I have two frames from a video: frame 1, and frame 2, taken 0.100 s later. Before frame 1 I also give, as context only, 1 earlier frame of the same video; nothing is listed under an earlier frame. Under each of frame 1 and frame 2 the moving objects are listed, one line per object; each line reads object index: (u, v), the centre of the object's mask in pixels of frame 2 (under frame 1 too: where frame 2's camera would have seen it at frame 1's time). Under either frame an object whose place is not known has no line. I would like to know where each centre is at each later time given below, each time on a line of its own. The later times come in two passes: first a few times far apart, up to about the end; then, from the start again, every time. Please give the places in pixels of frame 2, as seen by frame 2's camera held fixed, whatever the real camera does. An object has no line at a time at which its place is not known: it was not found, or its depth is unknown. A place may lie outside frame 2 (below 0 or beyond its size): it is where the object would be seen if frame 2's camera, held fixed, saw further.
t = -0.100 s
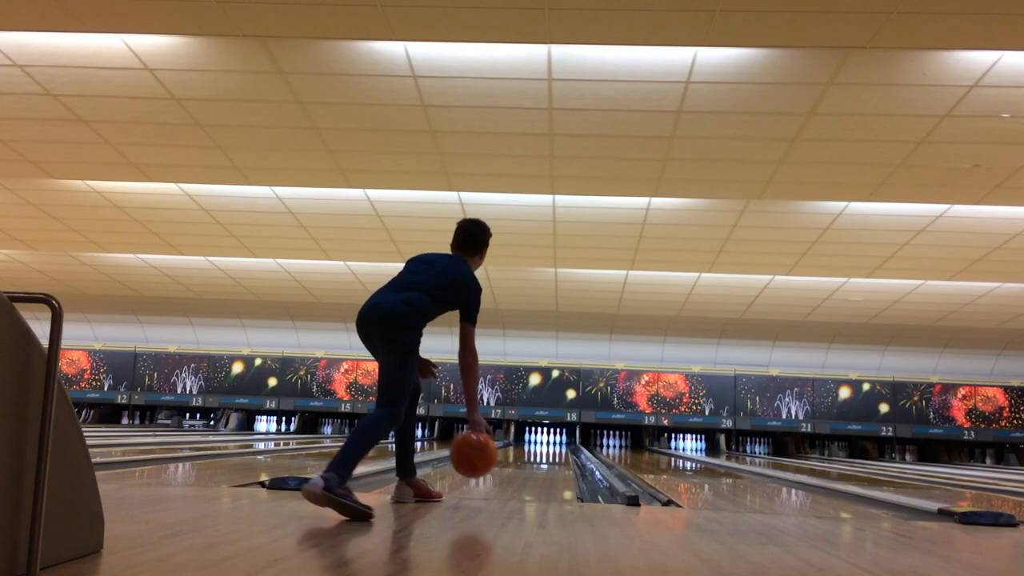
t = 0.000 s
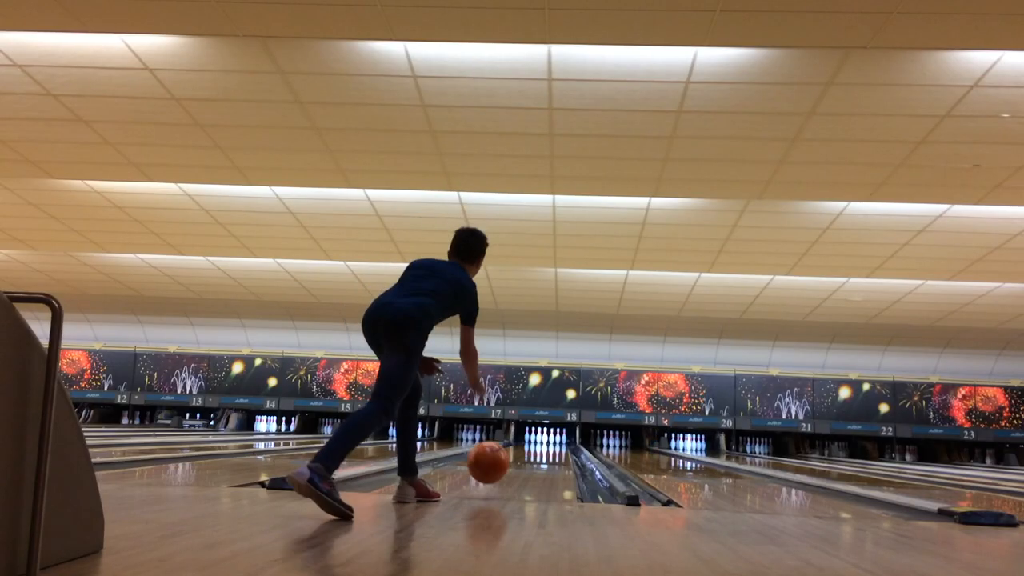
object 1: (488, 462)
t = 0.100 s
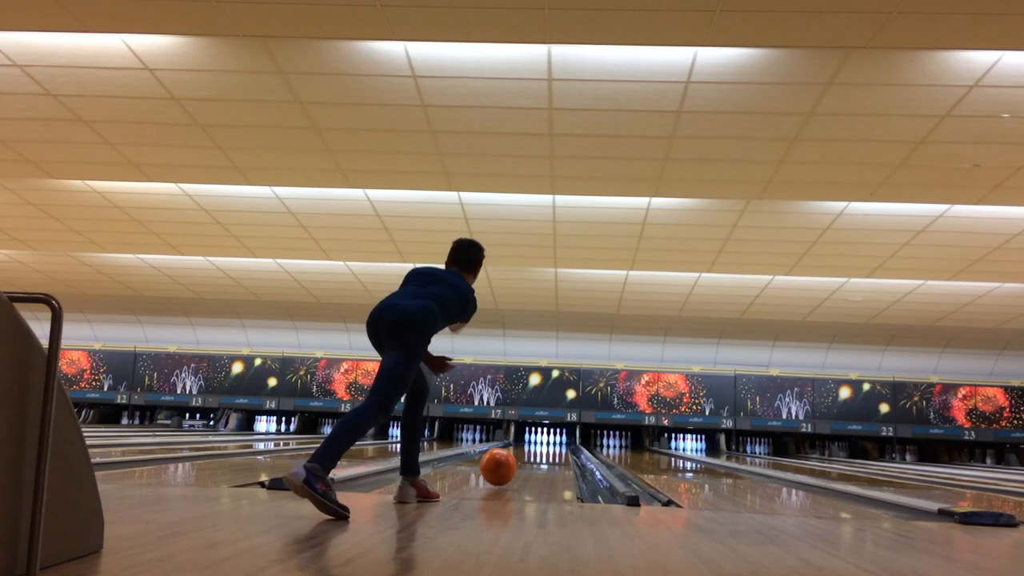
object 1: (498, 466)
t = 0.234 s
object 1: (508, 463)
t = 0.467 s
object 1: (520, 456)
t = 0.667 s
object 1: (528, 453)
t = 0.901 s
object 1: (538, 448)
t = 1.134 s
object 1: (543, 444)
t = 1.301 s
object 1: (544, 443)
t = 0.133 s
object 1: (501, 465)
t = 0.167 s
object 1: (504, 465)
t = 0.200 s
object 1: (506, 465)
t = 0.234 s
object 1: (508, 463)
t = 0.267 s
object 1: (510, 462)
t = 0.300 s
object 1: (513, 461)
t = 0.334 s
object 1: (514, 460)
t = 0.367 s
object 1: (516, 459)
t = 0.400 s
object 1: (518, 458)
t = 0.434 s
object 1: (519, 457)
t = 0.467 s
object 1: (520, 456)
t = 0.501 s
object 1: (522, 456)
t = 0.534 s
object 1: (523, 455)
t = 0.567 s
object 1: (524, 455)
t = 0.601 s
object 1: (525, 454)
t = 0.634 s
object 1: (526, 453)
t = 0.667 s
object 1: (528, 453)
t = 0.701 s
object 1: (530, 452)
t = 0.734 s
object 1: (531, 451)
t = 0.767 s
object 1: (533, 450)
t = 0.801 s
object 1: (534, 449)
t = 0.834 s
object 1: (535, 449)
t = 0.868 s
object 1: (536, 448)
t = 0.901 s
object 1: (538, 448)
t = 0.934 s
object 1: (539, 447)
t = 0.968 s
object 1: (539, 447)
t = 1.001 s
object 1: (540, 446)
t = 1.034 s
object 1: (541, 446)
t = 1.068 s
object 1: (541, 445)
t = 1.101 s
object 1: (542, 445)
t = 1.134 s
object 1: (543, 444)
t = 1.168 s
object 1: (543, 444)
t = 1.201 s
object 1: (543, 444)
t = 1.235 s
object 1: (544, 443)
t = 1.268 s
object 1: (544, 443)
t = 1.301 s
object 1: (544, 443)
